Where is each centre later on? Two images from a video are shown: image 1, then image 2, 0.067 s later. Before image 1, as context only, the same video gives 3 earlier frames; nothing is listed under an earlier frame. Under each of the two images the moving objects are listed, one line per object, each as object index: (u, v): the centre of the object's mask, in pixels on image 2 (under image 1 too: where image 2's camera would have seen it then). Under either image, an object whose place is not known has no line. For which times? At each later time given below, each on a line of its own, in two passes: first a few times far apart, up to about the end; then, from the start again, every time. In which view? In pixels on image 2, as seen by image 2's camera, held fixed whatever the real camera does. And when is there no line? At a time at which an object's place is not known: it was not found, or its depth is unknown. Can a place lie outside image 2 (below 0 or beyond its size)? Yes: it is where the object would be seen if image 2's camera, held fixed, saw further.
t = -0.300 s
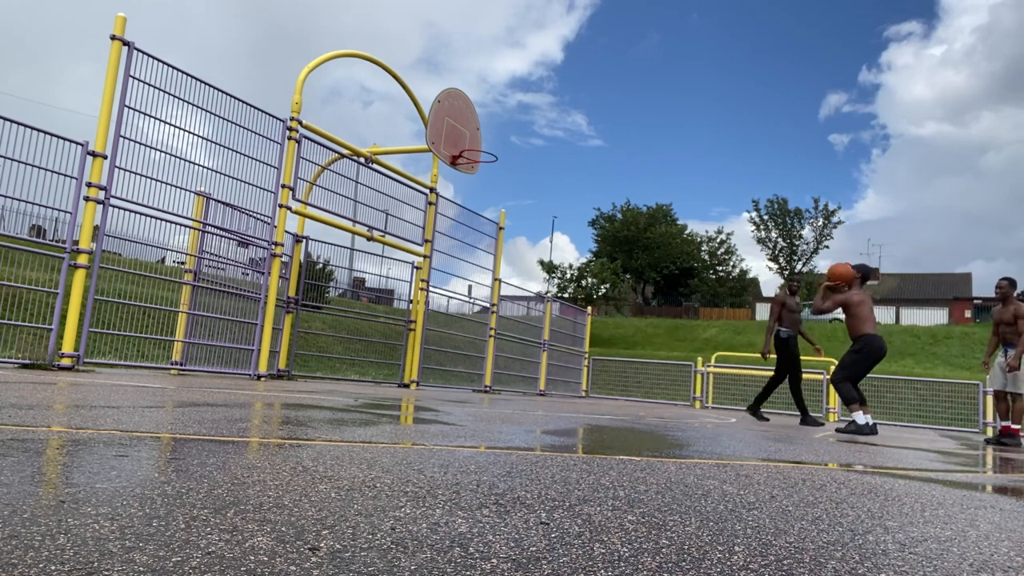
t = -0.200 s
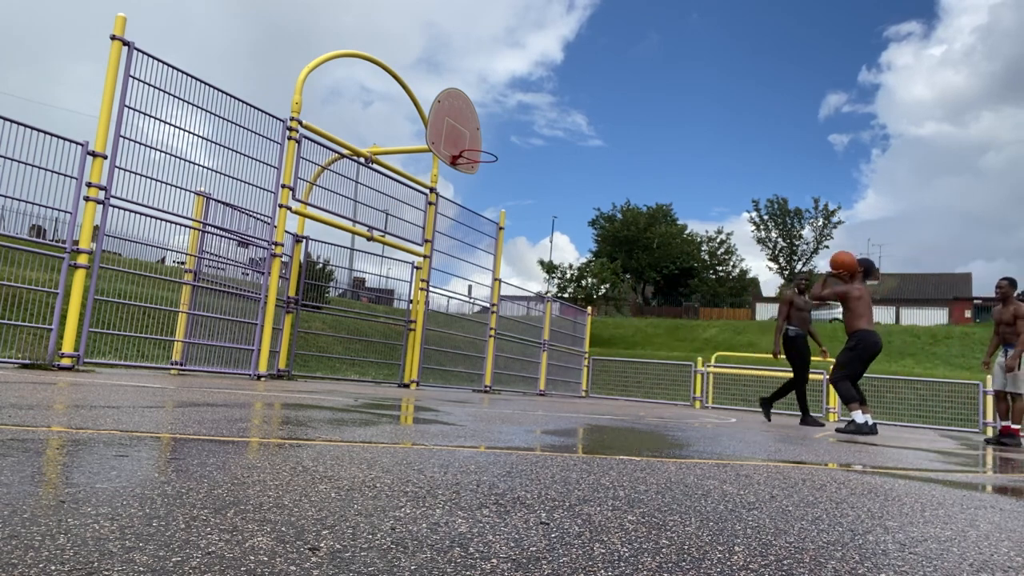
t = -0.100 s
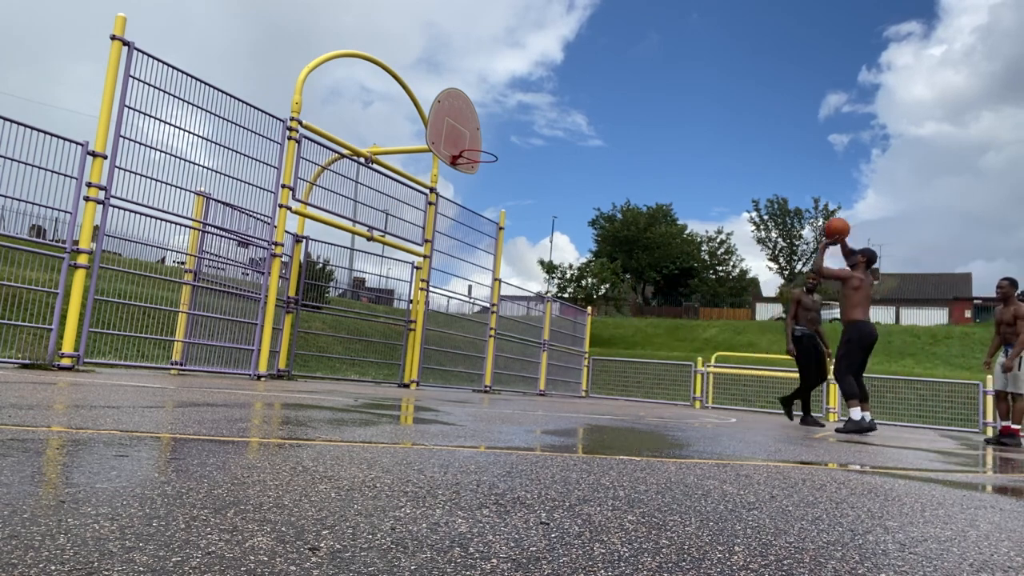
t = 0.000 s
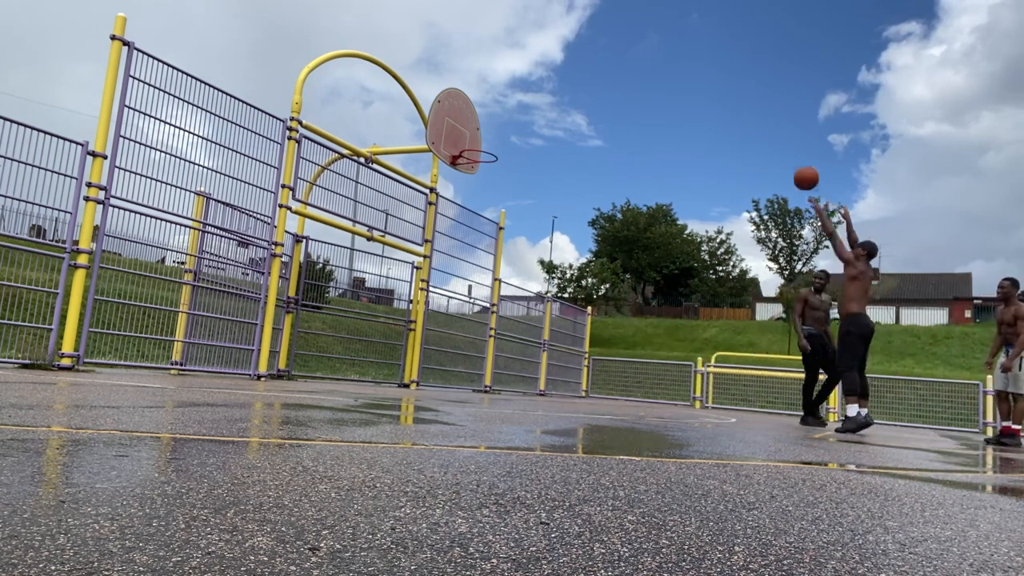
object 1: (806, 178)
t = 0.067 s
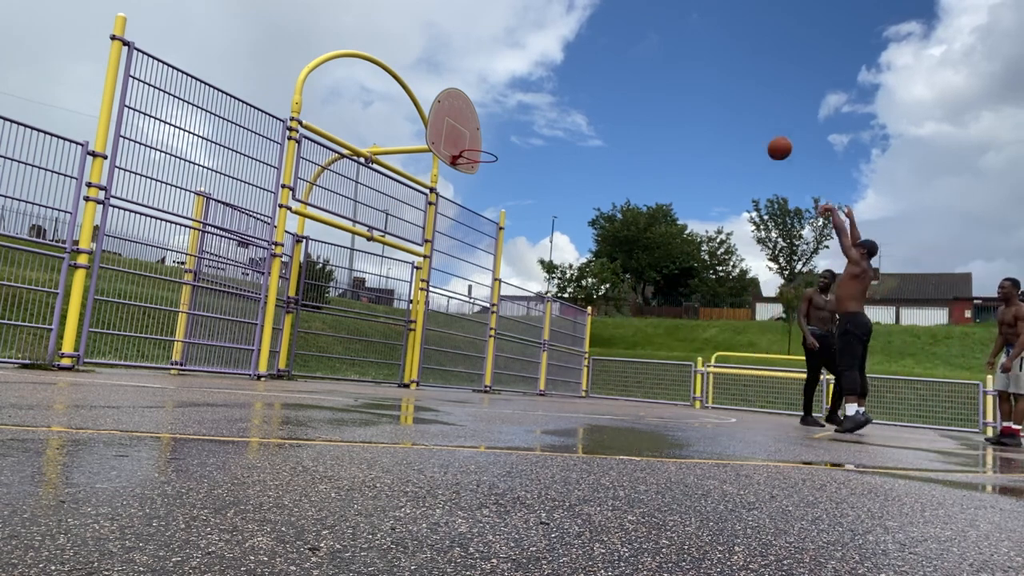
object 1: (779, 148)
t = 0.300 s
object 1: (692, 83)
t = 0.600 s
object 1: (591, 76)
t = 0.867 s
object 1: (507, 129)
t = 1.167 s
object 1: (417, 248)
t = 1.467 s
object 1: (345, 343)
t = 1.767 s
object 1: (322, 248)
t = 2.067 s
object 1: (293, 223)
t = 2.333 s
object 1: (290, 246)
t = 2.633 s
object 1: (308, 327)
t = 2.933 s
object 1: (328, 320)
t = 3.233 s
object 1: (346, 290)
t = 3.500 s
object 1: (355, 320)
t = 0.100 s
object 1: (766, 135)
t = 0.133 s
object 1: (754, 123)
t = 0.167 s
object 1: (741, 113)
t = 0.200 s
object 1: (728, 104)
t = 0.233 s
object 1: (716, 96)
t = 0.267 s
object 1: (704, 89)
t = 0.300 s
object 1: (692, 83)
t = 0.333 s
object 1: (680, 78)
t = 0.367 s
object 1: (669, 75)
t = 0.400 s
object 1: (658, 72)
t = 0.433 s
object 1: (646, 70)
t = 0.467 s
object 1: (635, 70)
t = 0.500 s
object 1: (624, 70)
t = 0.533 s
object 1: (613, 71)
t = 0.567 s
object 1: (602, 73)
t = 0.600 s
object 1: (591, 76)
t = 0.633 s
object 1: (580, 80)
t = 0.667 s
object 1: (570, 84)
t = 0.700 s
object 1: (559, 90)
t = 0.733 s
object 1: (548, 96)
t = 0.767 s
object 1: (538, 103)
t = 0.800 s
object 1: (528, 111)
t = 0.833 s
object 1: (517, 119)
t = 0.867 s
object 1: (507, 129)
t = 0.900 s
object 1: (497, 139)
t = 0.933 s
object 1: (486, 149)
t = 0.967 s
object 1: (476, 161)
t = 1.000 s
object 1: (467, 174)
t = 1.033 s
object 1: (457, 187)
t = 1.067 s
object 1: (448, 201)
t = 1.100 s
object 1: (437, 215)
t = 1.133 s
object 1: (427, 231)
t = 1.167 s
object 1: (417, 248)
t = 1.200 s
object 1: (408, 264)
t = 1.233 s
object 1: (398, 282)
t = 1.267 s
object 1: (388, 301)
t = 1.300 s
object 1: (378, 320)
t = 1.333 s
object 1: (367, 341)
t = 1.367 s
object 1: (357, 362)
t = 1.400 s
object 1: (349, 374)
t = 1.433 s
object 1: (347, 358)
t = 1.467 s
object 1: (345, 343)
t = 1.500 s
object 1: (342, 329)
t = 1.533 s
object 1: (340, 316)
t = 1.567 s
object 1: (337, 303)
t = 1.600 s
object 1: (335, 292)
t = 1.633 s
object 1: (333, 281)
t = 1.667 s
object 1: (330, 272)
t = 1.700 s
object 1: (327, 263)
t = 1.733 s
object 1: (325, 255)
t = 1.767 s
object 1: (322, 248)
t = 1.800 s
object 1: (319, 242)
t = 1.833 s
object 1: (316, 236)
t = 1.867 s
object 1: (313, 232)
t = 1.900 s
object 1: (309, 228)
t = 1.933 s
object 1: (306, 226)
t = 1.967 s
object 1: (302, 224)
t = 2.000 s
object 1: (299, 223)
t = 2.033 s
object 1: (296, 223)
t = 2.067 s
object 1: (293, 223)
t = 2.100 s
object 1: (291, 224)
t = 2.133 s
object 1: (289, 226)
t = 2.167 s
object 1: (287, 230)
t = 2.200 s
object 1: (286, 232)
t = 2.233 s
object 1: (287, 234)
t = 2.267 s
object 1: (288, 237)
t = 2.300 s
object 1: (289, 240)
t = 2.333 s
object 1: (290, 246)
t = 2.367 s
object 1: (292, 252)
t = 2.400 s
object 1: (295, 259)
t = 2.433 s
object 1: (297, 265)
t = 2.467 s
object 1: (299, 274)
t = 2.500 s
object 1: (300, 283)
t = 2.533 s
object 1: (303, 292)
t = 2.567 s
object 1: (304, 302)
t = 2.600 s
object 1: (306, 315)
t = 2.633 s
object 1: (308, 327)
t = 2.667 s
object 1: (310, 341)
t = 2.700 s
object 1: (311, 355)
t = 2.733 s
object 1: (312, 371)
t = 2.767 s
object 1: (315, 366)
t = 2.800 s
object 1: (318, 355)
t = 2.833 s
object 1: (321, 345)
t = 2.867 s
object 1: (323, 336)
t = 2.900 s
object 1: (326, 327)
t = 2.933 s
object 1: (328, 320)
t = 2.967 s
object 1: (331, 314)
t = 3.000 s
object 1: (333, 308)
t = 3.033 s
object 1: (336, 303)
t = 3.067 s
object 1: (338, 298)
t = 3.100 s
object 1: (340, 295)
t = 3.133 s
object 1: (341, 293)
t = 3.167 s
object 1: (343, 291)
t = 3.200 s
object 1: (344, 290)
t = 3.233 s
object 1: (346, 290)
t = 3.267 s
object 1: (347, 291)
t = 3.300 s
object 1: (349, 293)
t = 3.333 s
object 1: (350, 295)
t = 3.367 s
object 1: (351, 298)
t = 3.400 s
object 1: (352, 303)
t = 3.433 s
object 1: (353, 307)
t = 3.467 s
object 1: (354, 313)
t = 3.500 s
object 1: (355, 320)
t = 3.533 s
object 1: (355, 328)
